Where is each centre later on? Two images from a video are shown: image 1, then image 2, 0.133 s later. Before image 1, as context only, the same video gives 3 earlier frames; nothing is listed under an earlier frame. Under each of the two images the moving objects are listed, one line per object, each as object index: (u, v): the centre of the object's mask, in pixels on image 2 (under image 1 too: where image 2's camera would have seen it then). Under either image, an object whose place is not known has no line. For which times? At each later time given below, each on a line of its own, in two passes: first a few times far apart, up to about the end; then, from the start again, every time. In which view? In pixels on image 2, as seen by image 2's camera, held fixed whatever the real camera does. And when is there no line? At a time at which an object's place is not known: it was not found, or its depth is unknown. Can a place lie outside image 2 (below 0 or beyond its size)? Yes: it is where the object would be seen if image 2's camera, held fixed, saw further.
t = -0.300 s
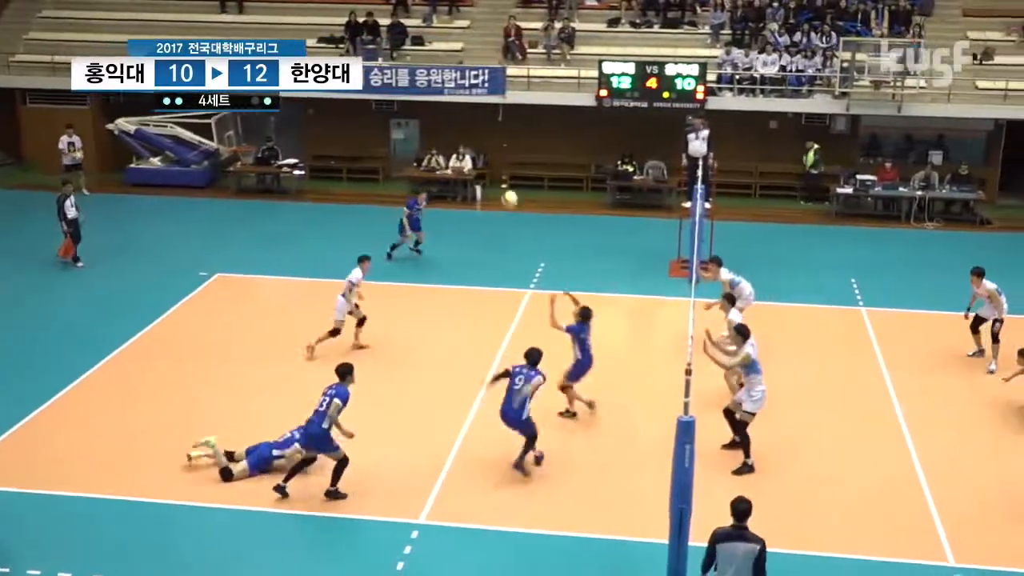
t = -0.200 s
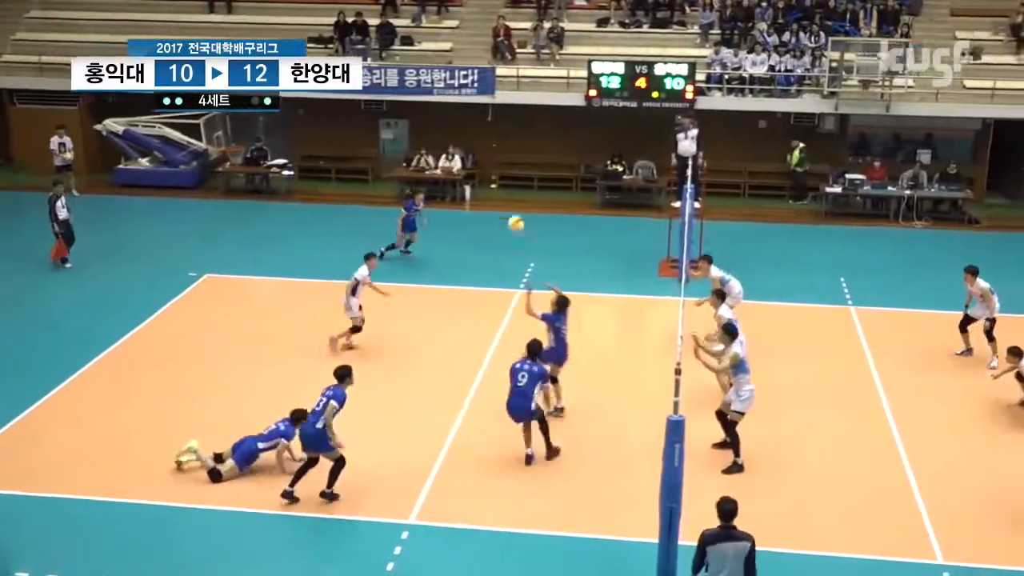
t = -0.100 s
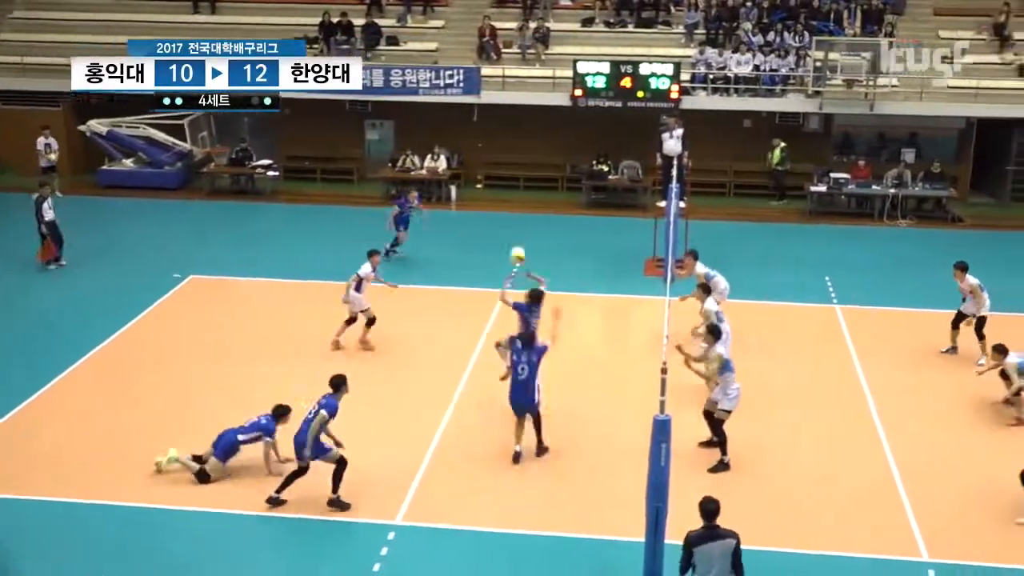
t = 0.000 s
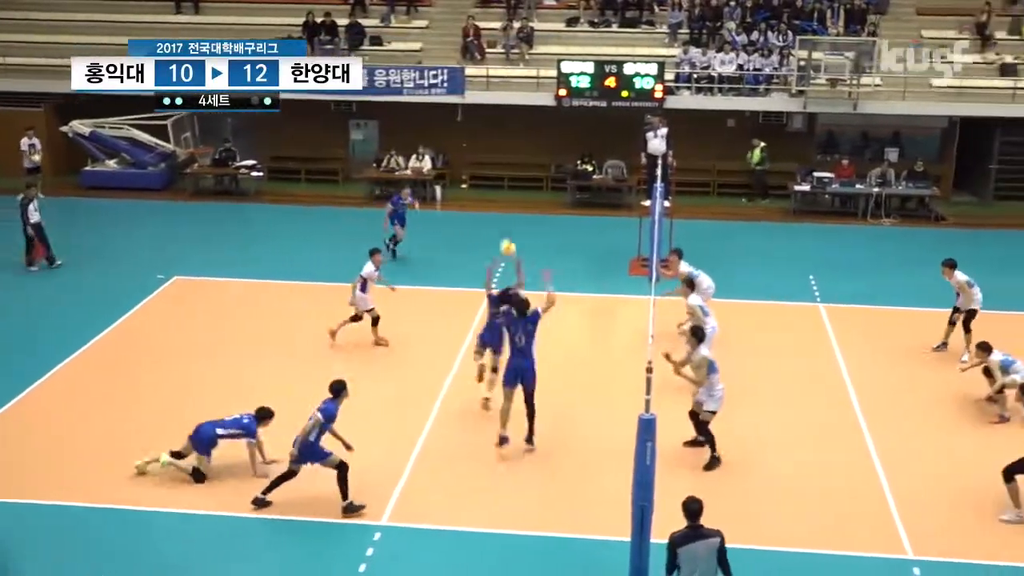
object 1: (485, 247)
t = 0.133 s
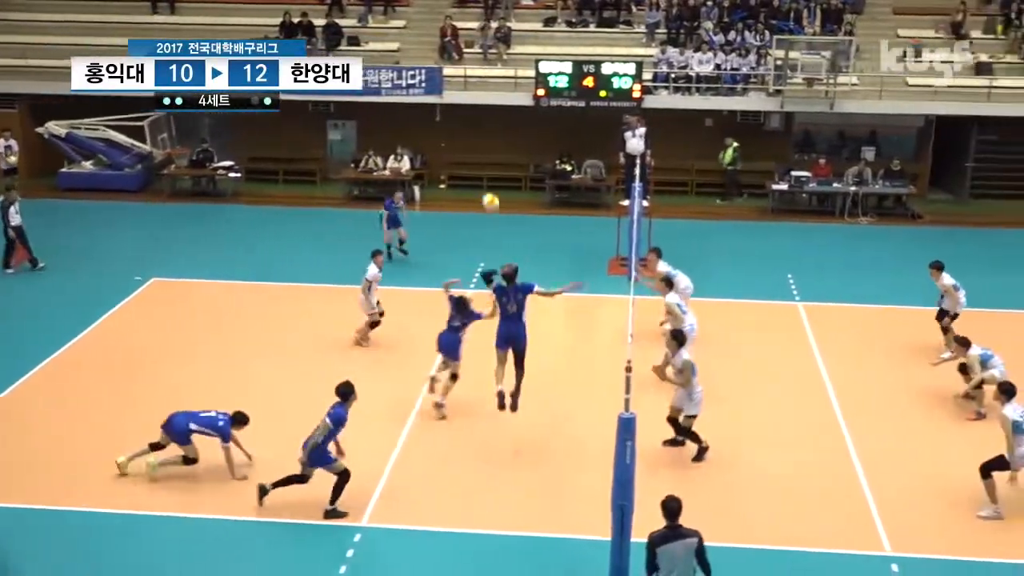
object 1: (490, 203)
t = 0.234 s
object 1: (492, 175)
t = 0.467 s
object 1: (496, 137)
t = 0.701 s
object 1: (500, 142)
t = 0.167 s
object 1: (491, 192)
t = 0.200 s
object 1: (492, 183)
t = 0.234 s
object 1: (492, 175)
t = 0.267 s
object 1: (493, 167)
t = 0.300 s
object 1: (493, 160)
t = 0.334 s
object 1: (494, 154)
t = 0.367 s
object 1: (494, 148)
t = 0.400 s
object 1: (496, 144)
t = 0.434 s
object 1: (496, 140)
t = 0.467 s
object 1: (496, 137)
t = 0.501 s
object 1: (497, 135)
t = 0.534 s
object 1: (497, 134)
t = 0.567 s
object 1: (498, 134)
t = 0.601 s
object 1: (499, 134)
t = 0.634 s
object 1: (498, 136)
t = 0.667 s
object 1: (499, 138)
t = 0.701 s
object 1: (500, 142)
